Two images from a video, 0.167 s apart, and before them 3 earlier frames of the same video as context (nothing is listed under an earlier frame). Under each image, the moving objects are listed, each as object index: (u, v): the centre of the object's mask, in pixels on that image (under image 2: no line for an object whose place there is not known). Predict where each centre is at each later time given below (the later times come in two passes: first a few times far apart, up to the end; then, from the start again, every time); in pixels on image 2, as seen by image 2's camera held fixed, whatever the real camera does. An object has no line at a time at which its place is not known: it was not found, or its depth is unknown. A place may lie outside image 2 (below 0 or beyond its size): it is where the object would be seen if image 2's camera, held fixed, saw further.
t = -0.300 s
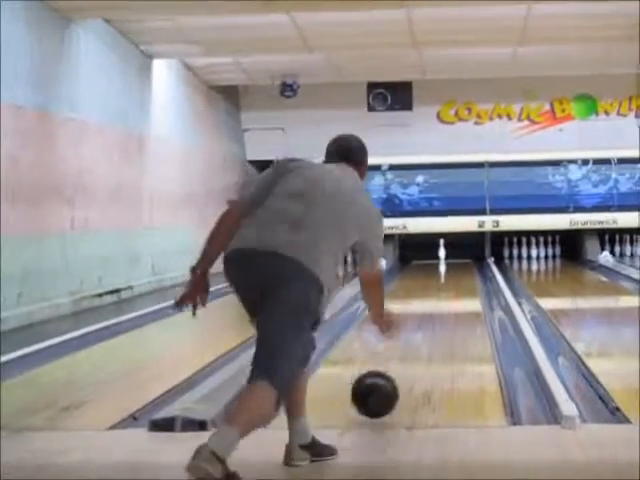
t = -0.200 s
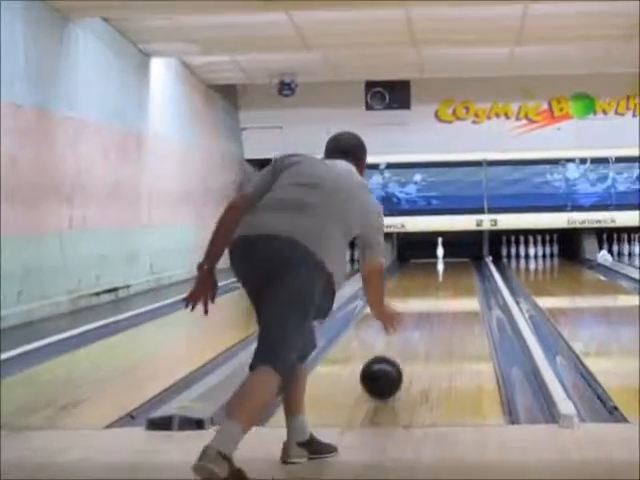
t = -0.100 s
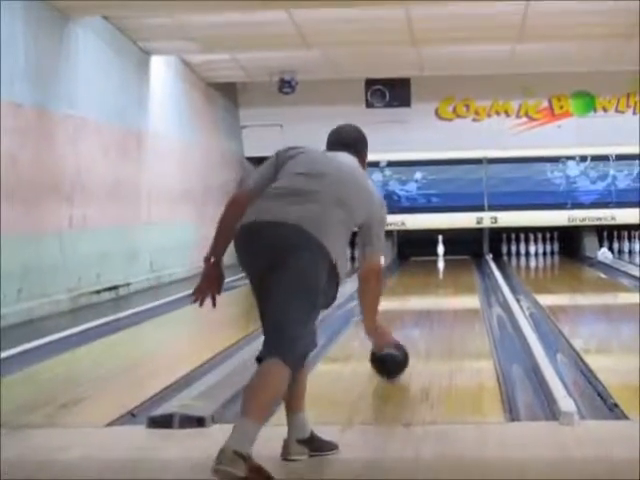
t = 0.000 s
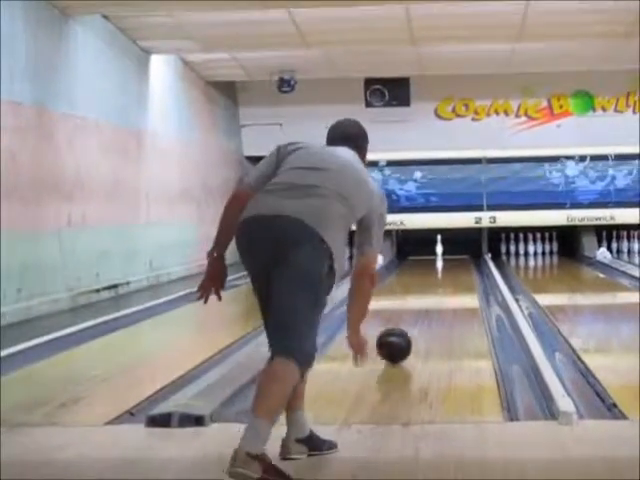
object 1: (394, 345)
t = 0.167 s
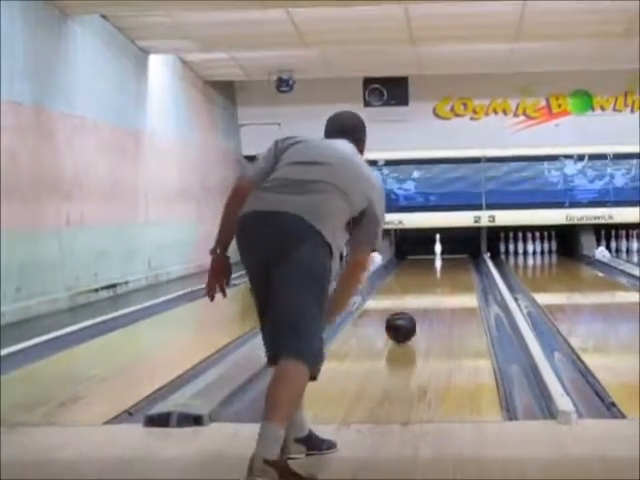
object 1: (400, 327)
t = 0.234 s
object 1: (403, 320)
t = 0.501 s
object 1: (412, 303)
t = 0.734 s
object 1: (418, 291)
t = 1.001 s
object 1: (424, 281)
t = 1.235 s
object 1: (427, 276)
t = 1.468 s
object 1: (429, 269)
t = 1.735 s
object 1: (433, 262)
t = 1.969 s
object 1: (436, 258)
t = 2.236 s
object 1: (439, 255)
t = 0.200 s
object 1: (402, 324)
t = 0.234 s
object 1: (403, 320)
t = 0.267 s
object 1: (404, 318)
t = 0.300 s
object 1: (406, 315)
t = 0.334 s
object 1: (407, 313)
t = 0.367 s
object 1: (407, 311)
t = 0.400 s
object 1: (409, 309)
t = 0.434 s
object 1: (410, 307)
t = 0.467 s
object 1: (411, 305)
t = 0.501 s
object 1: (412, 303)
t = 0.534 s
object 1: (413, 302)
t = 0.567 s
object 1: (413, 301)
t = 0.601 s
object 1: (415, 298)
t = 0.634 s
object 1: (415, 296)
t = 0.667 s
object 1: (416, 294)
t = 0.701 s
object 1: (417, 293)
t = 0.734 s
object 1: (418, 291)
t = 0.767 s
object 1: (418, 289)
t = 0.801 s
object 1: (419, 288)
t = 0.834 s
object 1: (420, 287)
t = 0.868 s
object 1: (420, 286)
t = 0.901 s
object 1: (421, 285)
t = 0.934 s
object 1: (422, 284)
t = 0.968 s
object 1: (423, 282)
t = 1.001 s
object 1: (424, 281)
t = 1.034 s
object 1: (424, 280)
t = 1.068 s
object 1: (424, 279)
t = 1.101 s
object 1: (425, 279)
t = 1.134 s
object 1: (425, 278)
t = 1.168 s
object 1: (426, 277)
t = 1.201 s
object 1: (426, 276)
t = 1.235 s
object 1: (427, 276)
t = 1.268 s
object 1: (427, 275)
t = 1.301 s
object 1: (428, 273)
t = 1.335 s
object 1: (428, 272)
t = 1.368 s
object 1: (429, 270)
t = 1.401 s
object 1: (429, 270)
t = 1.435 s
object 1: (429, 269)
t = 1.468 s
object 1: (429, 269)
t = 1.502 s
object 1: (429, 268)
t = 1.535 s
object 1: (430, 267)
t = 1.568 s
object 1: (430, 267)
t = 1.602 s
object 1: (431, 266)
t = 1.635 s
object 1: (431, 265)
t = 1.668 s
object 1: (432, 264)
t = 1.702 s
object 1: (431, 264)
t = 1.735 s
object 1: (433, 262)
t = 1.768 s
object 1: (432, 263)
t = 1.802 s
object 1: (433, 262)
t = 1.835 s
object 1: (434, 261)
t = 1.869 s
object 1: (435, 260)
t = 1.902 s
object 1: (435, 260)
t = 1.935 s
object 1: (436, 260)
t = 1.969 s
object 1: (436, 258)
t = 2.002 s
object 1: (436, 258)
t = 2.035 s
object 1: (437, 258)
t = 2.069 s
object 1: (437, 257)
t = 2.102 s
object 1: (438, 257)
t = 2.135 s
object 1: (438, 256)
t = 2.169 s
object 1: (438, 256)
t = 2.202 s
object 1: (439, 254)
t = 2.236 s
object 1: (439, 255)
